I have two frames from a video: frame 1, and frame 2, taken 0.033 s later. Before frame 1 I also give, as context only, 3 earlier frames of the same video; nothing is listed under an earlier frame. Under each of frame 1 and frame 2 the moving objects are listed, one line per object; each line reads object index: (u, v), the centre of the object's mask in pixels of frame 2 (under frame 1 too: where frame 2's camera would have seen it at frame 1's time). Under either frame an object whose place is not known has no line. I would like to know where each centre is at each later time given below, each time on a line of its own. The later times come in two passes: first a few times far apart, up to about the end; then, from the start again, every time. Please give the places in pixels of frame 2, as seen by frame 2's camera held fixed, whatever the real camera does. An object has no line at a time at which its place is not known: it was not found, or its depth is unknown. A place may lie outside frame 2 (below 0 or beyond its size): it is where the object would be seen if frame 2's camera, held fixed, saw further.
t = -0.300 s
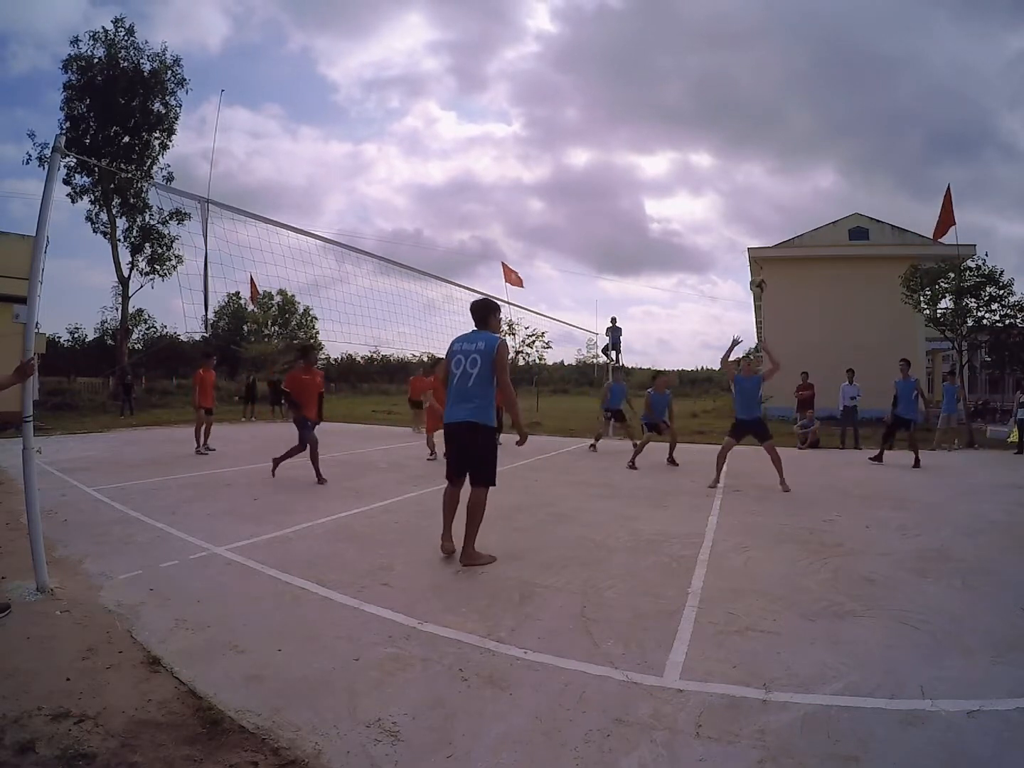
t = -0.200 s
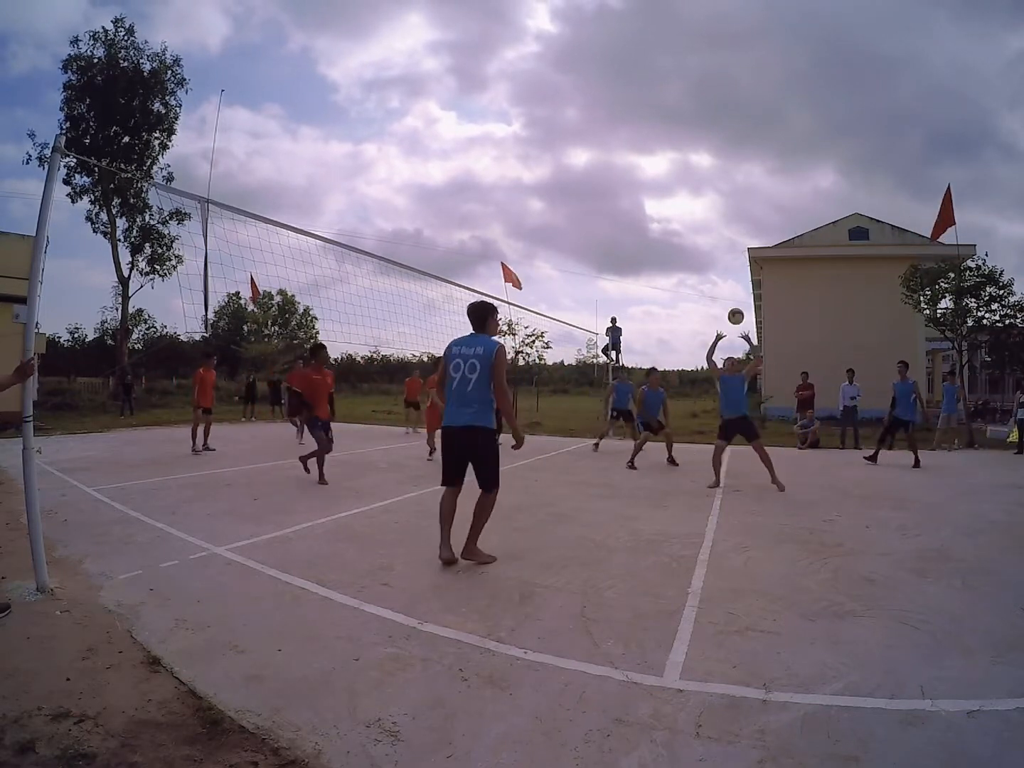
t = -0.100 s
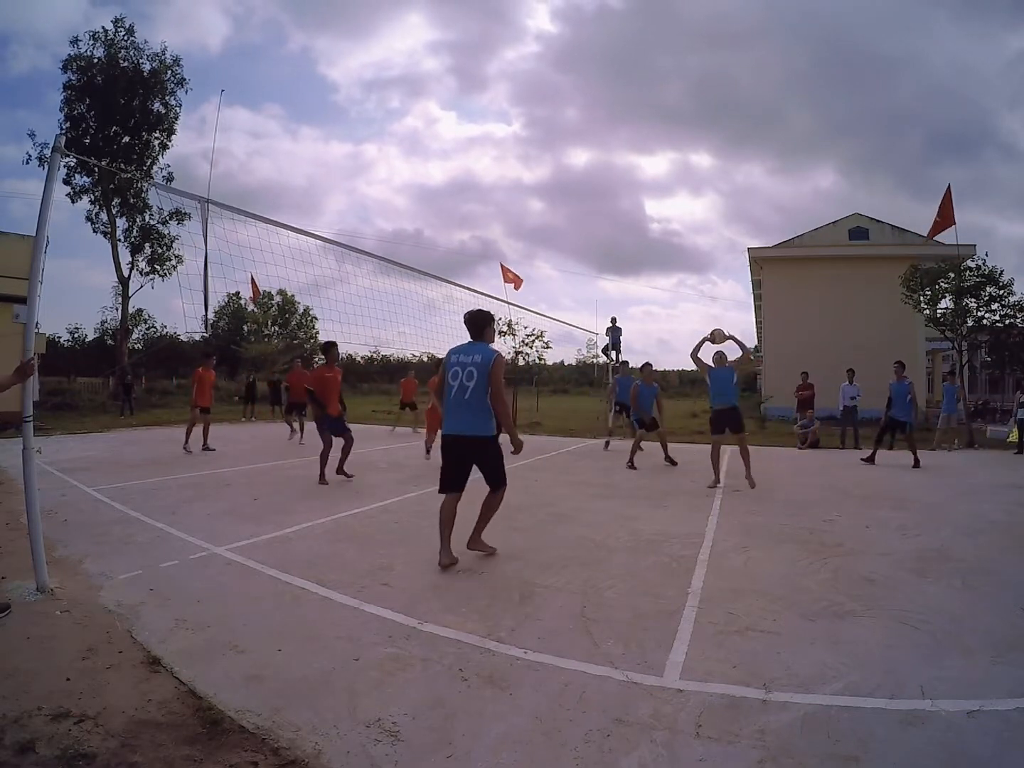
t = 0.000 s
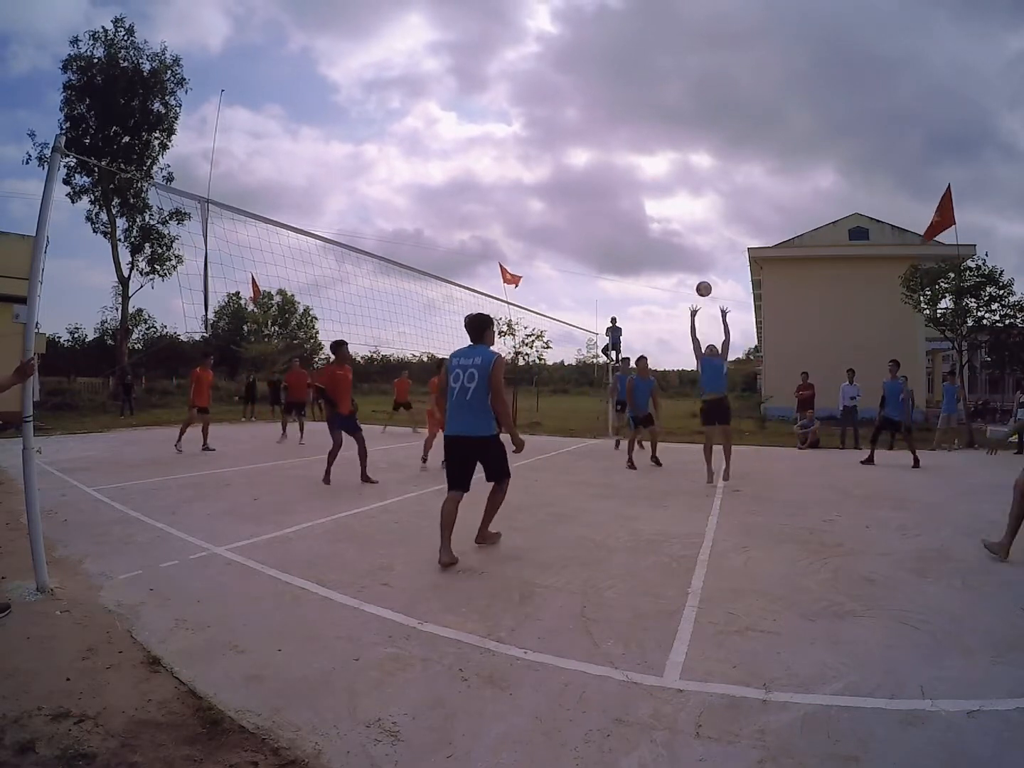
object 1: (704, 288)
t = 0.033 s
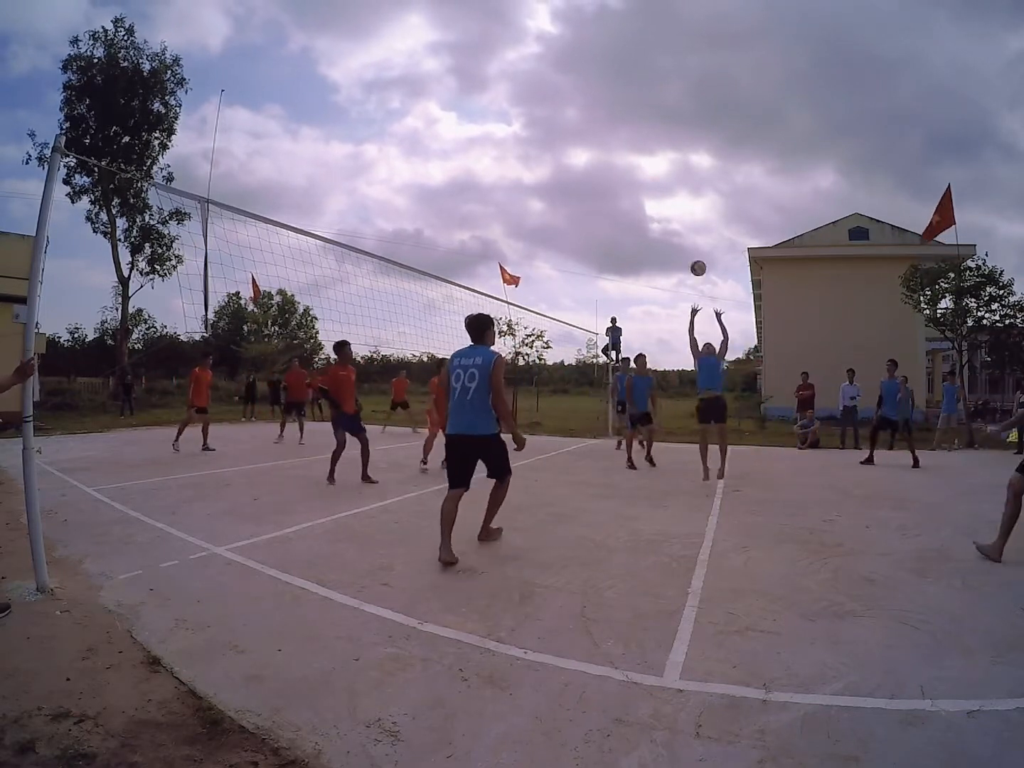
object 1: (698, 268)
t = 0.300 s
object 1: (650, 136)
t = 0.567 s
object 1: (604, 63)
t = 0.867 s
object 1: (552, 38)
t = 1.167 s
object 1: (497, 76)
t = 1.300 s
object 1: (468, 118)
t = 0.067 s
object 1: (692, 248)
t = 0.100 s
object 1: (687, 229)
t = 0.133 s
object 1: (681, 211)
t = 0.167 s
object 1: (675, 194)
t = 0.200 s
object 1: (668, 178)
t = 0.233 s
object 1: (663, 163)
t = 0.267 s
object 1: (656, 149)
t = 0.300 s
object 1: (650, 136)
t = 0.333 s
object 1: (644, 124)
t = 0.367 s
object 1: (639, 113)
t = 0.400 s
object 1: (633, 103)
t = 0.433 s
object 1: (627, 93)
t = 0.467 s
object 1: (621, 84)
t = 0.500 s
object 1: (615, 76)
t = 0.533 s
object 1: (610, 69)
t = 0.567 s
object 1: (604, 63)
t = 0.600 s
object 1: (598, 57)
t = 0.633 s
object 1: (592, 53)
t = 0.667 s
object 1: (587, 48)
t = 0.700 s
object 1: (581, 45)
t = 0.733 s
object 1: (575, 42)
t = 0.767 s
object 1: (570, 40)
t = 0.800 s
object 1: (564, 38)
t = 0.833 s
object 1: (558, 38)
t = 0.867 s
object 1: (552, 38)
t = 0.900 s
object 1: (547, 39)
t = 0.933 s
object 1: (541, 41)
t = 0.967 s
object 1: (535, 43)
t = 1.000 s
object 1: (529, 46)
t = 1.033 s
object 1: (522, 50)
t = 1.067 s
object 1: (516, 55)
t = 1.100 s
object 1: (510, 61)
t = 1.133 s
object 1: (504, 68)
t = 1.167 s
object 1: (497, 76)
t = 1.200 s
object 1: (490, 85)
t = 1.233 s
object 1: (483, 95)
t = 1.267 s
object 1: (476, 106)
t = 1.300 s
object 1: (468, 118)
